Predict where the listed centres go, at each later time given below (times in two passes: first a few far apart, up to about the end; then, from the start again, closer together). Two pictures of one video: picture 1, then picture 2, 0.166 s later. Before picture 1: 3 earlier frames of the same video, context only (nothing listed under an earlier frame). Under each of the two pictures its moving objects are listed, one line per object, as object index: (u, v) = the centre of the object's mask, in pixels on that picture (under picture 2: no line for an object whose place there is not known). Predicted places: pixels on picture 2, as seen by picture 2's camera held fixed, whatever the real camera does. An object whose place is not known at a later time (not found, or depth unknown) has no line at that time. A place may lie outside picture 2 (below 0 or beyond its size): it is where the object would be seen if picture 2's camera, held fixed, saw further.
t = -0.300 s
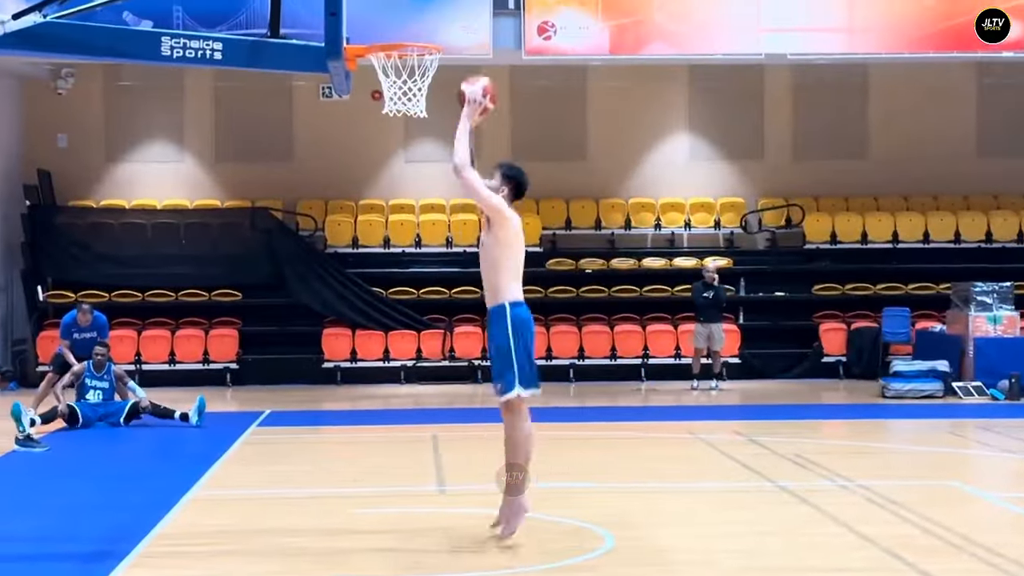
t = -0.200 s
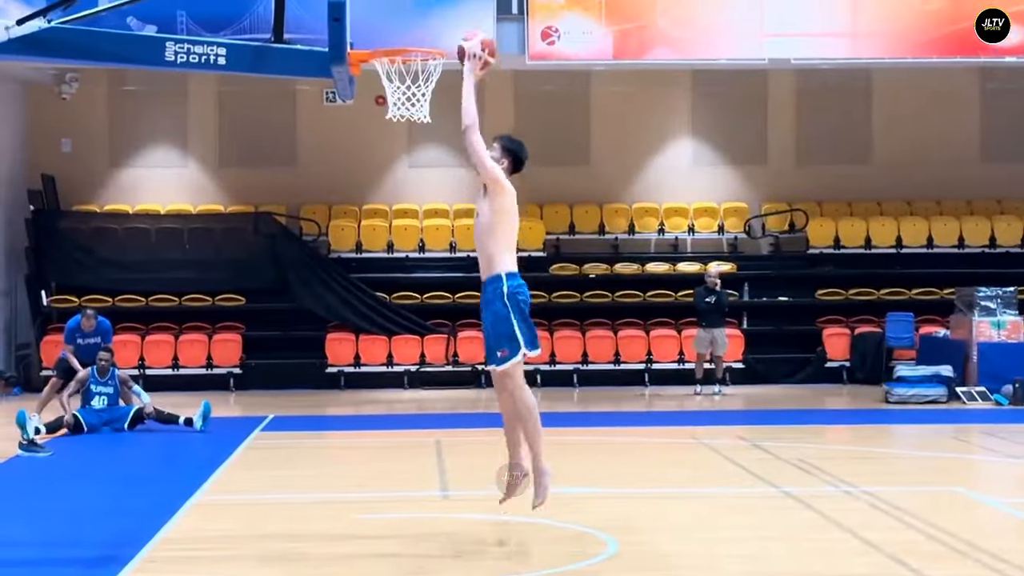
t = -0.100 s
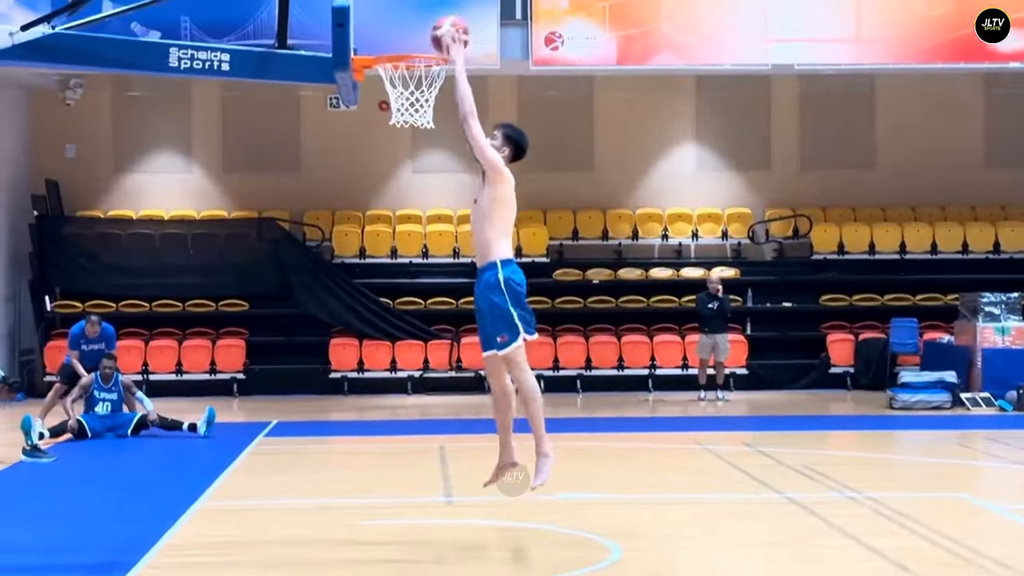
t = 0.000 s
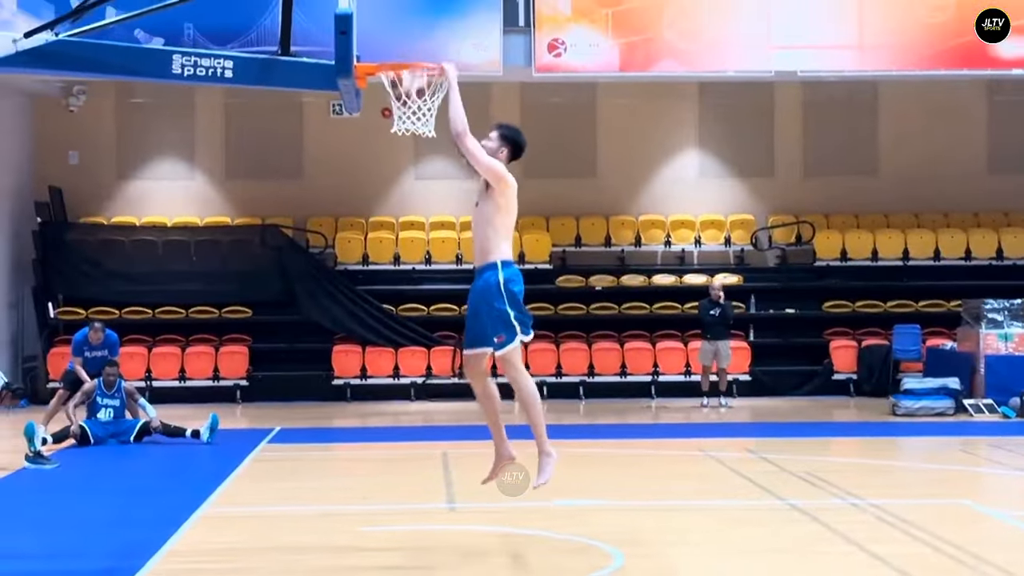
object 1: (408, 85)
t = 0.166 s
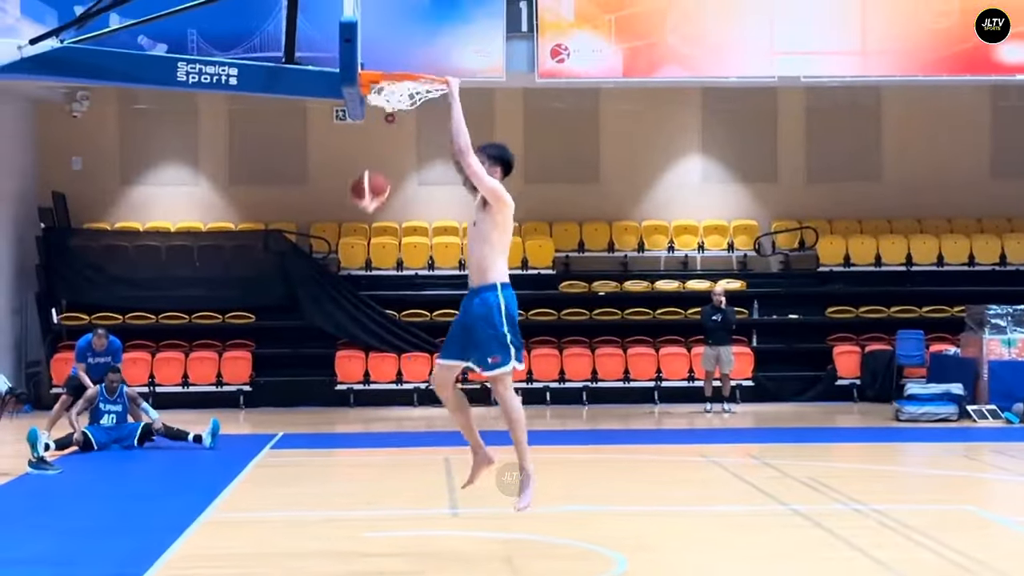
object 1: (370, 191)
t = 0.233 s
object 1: (355, 235)
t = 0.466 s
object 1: (305, 450)
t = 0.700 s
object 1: (283, 426)
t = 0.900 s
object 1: (278, 323)
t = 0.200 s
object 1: (362, 212)
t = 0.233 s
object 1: (355, 235)
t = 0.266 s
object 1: (349, 263)
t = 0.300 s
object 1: (341, 289)
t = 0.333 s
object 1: (333, 318)
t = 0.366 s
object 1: (325, 348)
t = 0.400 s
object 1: (319, 382)
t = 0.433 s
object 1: (311, 413)
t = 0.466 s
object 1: (305, 450)
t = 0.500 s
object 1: (297, 488)
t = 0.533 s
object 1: (290, 529)
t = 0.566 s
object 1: (287, 531)
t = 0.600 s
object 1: (285, 501)
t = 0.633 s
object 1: (284, 475)
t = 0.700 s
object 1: (283, 426)
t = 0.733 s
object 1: (281, 403)
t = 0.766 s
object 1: (279, 385)
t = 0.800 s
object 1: (279, 368)
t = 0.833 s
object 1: (280, 351)
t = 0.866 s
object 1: (279, 335)
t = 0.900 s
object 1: (278, 323)
